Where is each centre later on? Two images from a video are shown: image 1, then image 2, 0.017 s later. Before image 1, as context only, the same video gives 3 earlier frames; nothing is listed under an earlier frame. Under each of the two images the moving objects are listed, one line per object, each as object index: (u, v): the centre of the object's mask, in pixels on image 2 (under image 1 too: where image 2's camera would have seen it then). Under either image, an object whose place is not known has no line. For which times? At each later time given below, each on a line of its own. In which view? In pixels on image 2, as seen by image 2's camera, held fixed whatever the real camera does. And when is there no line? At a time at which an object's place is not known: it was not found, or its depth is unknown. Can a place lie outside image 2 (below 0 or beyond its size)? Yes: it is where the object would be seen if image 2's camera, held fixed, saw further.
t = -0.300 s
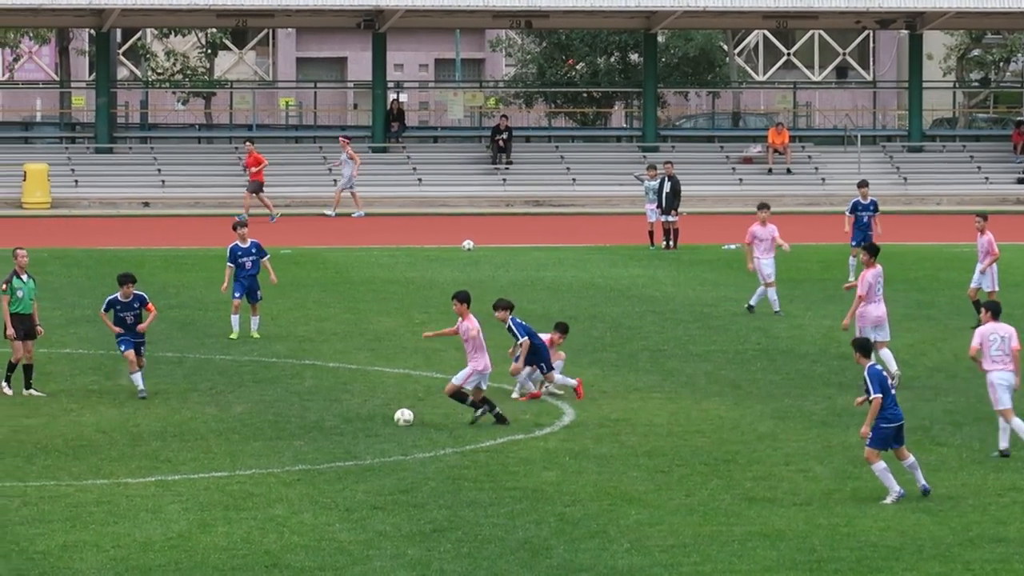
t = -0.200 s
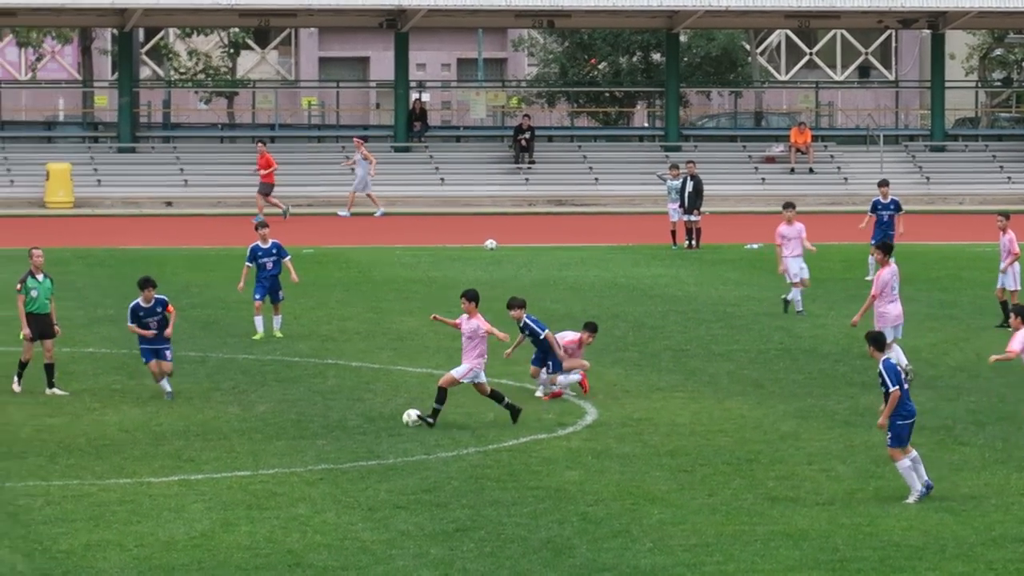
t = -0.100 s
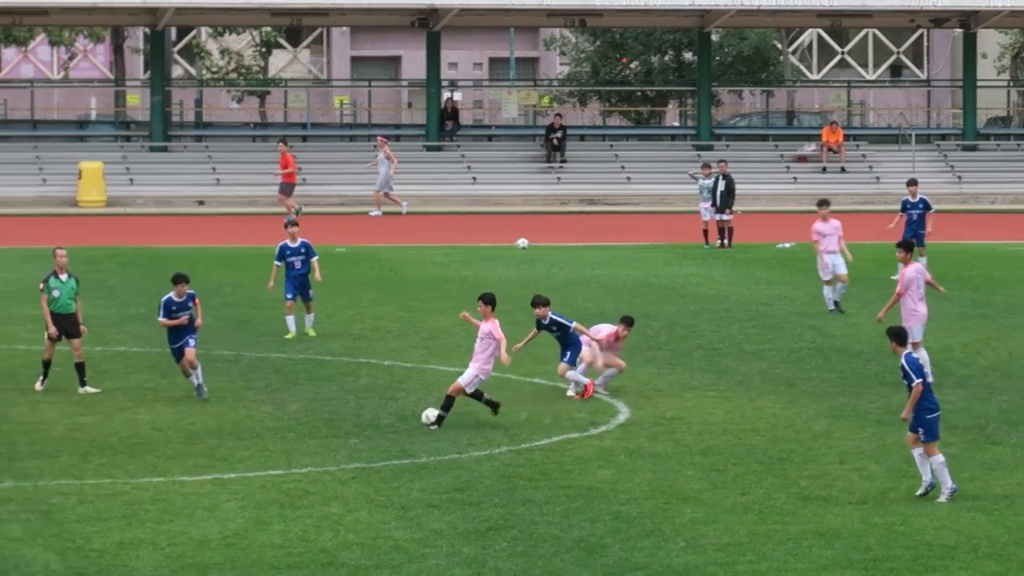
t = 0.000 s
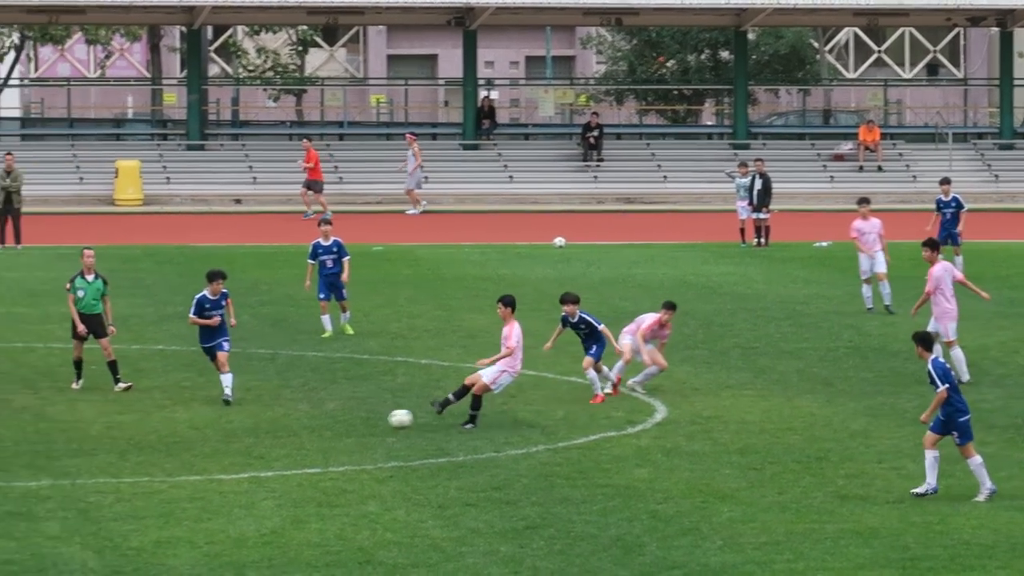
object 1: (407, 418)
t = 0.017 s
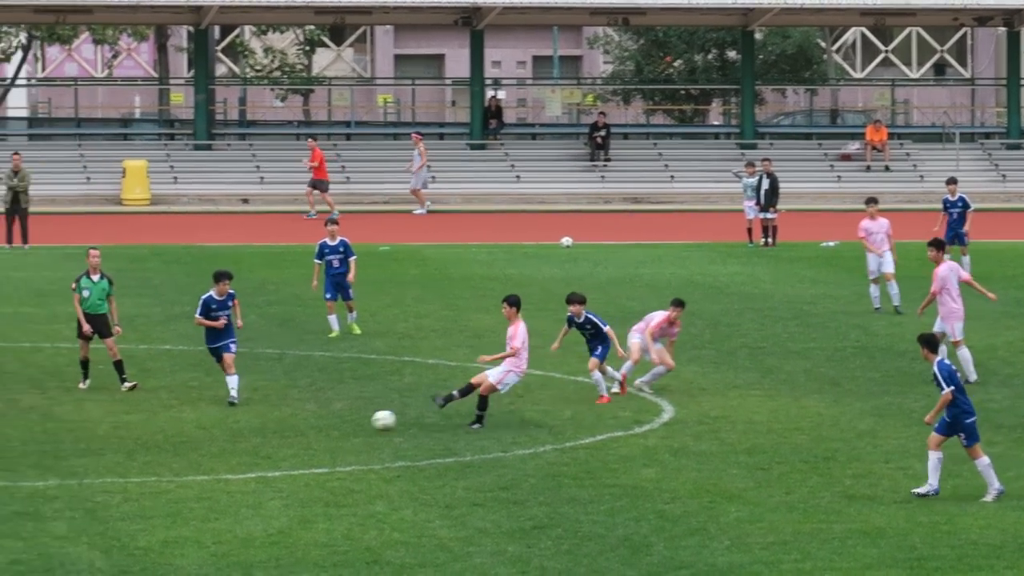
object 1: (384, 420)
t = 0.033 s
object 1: (360, 421)
